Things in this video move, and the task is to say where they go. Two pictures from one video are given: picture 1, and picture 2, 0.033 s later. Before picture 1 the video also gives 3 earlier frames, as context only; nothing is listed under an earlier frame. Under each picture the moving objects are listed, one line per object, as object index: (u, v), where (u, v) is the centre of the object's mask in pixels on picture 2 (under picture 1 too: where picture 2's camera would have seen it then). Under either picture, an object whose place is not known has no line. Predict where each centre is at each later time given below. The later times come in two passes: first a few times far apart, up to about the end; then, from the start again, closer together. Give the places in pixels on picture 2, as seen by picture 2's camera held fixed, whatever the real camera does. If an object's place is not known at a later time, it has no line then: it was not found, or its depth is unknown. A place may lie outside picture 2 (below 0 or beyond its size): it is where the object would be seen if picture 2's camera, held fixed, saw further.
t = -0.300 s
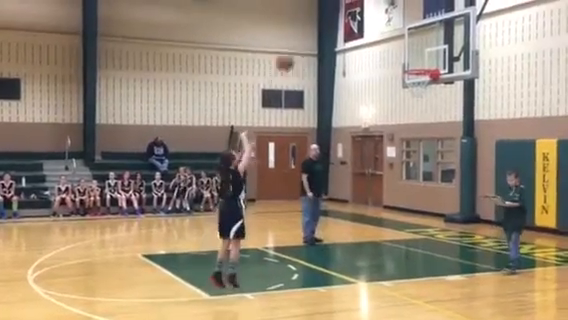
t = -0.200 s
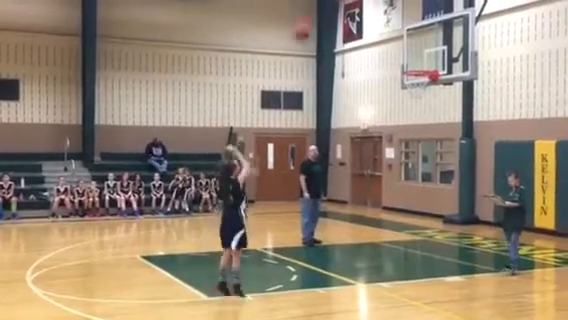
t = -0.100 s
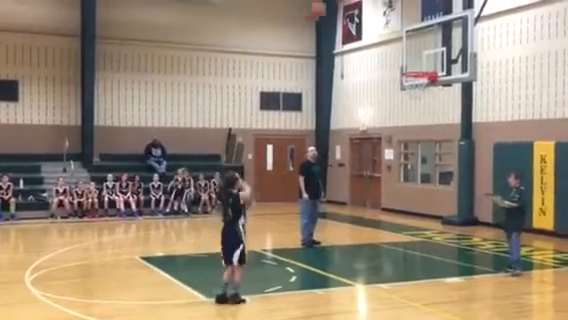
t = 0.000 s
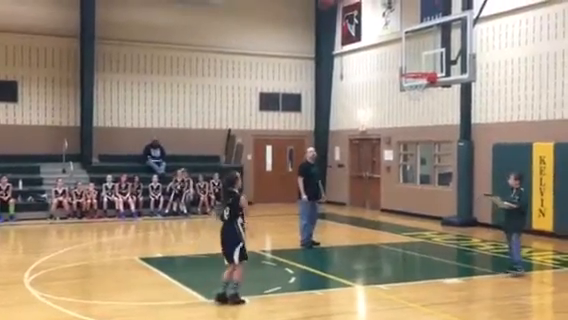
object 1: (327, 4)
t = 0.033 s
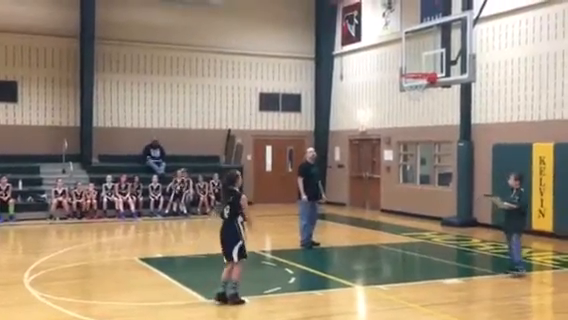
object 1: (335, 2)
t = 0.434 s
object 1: (387, 18)
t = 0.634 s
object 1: (408, 61)
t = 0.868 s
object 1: (420, 88)
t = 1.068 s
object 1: (415, 95)
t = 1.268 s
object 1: (406, 129)
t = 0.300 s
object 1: (371, 2)
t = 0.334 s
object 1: (375, 4)
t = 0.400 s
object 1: (383, 12)
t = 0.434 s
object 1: (387, 18)
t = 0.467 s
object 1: (391, 23)
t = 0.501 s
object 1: (394, 30)
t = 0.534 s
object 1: (398, 38)
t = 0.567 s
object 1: (402, 46)
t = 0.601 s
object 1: (405, 53)
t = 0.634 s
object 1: (408, 61)
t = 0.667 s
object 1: (411, 71)
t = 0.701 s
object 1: (414, 78)
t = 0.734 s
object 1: (418, 84)
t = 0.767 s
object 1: (420, 88)
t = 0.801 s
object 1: (420, 88)
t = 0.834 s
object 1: (420, 87)
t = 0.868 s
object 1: (420, 88)
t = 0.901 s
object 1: (419, 89)
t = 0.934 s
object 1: (418, 90)
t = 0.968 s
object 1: (417, 92)
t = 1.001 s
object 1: (416, 93)
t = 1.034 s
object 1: (415, 94)
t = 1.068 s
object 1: (415, 95)
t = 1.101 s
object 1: (414, 97)
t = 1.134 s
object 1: (410, 106)
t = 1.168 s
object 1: (409, 111)
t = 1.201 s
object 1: (408, 116)
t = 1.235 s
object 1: (407, 122)
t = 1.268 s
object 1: (406, 129)
